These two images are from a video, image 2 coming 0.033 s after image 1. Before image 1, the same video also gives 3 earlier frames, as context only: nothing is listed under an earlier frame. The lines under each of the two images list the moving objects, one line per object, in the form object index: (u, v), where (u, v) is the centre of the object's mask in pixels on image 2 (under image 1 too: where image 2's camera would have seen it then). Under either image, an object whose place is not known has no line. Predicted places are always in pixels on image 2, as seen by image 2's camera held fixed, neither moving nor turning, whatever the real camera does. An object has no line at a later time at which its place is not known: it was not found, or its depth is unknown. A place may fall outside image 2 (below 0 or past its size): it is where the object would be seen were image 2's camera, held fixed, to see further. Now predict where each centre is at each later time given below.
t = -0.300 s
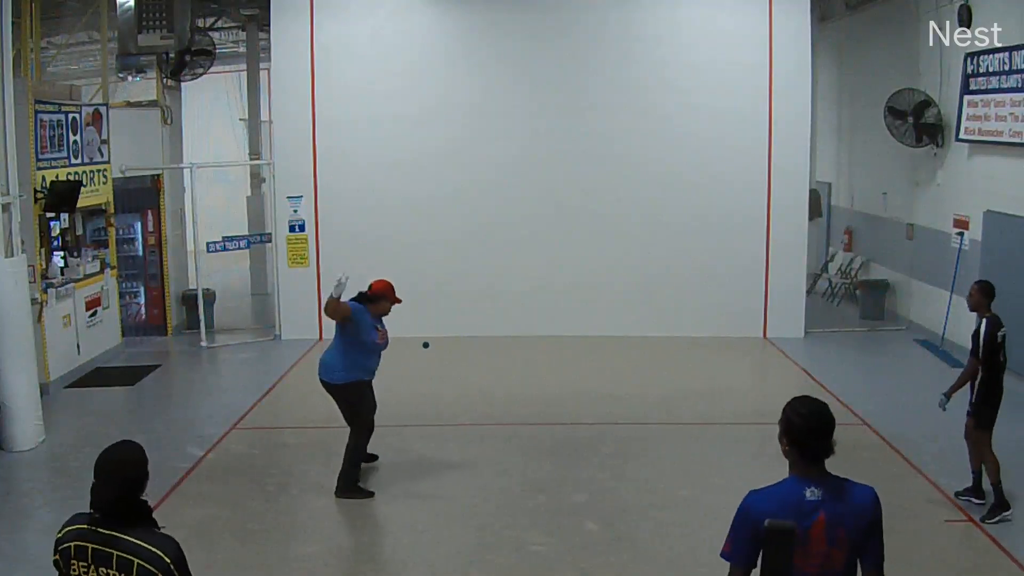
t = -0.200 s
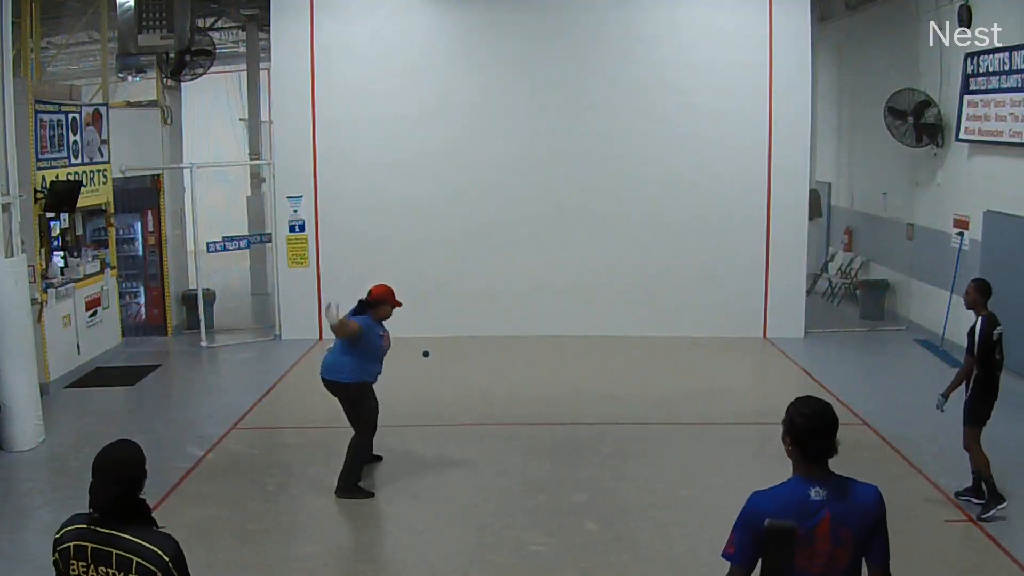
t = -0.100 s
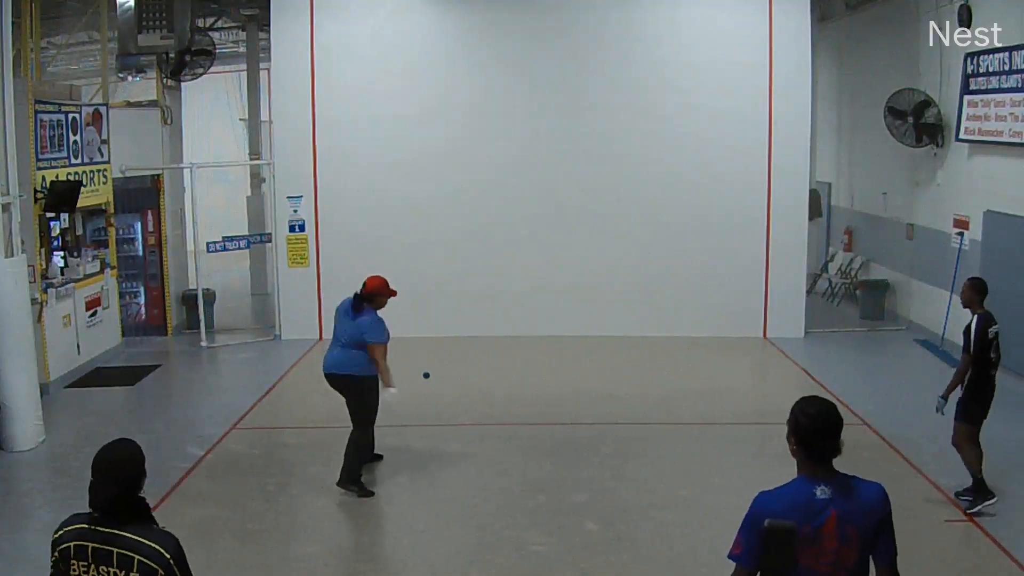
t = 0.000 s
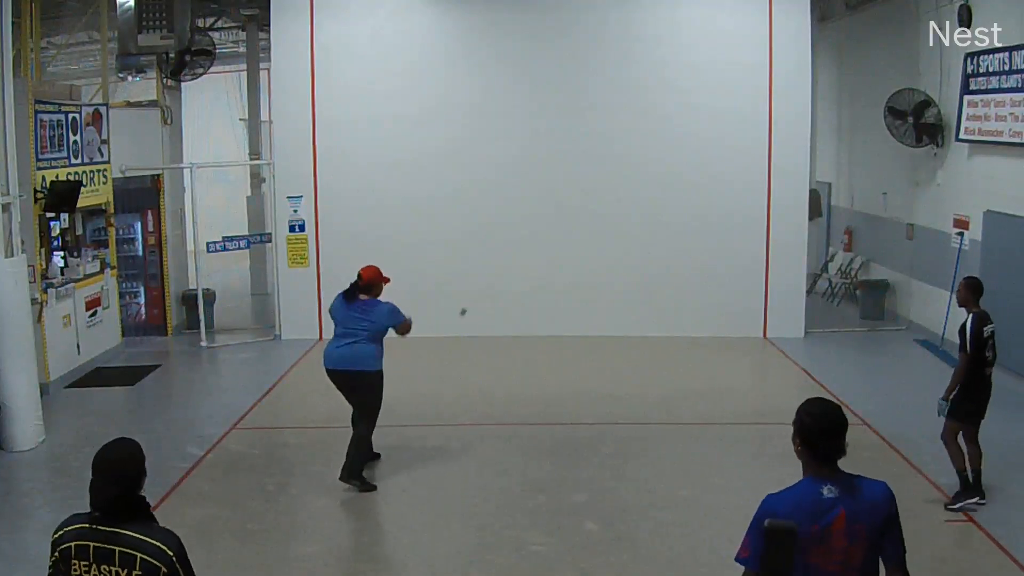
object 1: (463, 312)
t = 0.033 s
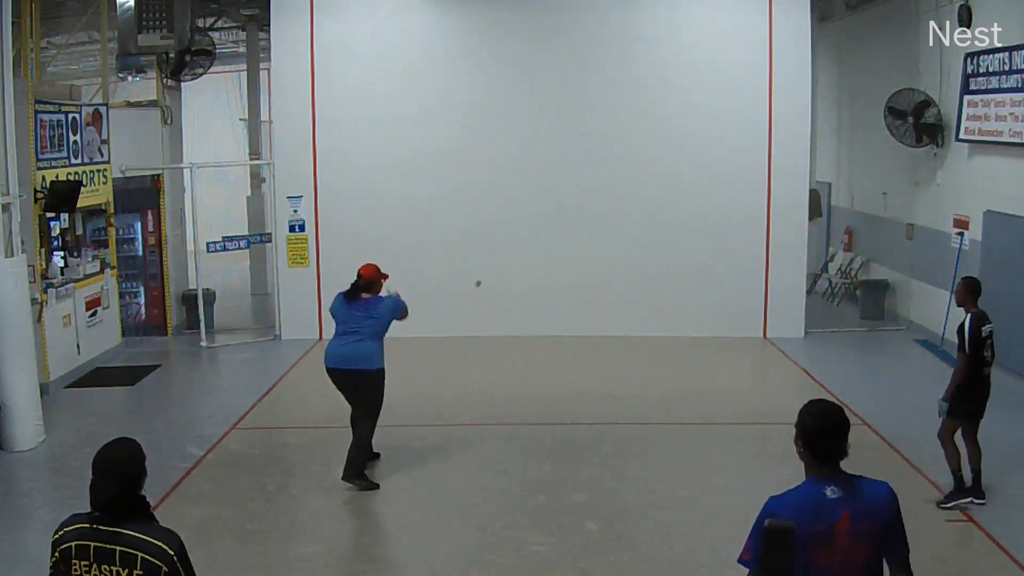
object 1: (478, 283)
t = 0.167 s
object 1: (525, 208)
